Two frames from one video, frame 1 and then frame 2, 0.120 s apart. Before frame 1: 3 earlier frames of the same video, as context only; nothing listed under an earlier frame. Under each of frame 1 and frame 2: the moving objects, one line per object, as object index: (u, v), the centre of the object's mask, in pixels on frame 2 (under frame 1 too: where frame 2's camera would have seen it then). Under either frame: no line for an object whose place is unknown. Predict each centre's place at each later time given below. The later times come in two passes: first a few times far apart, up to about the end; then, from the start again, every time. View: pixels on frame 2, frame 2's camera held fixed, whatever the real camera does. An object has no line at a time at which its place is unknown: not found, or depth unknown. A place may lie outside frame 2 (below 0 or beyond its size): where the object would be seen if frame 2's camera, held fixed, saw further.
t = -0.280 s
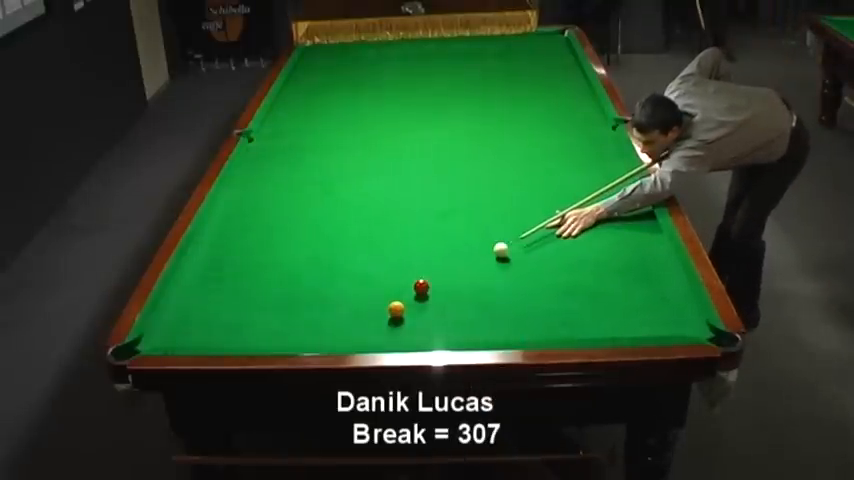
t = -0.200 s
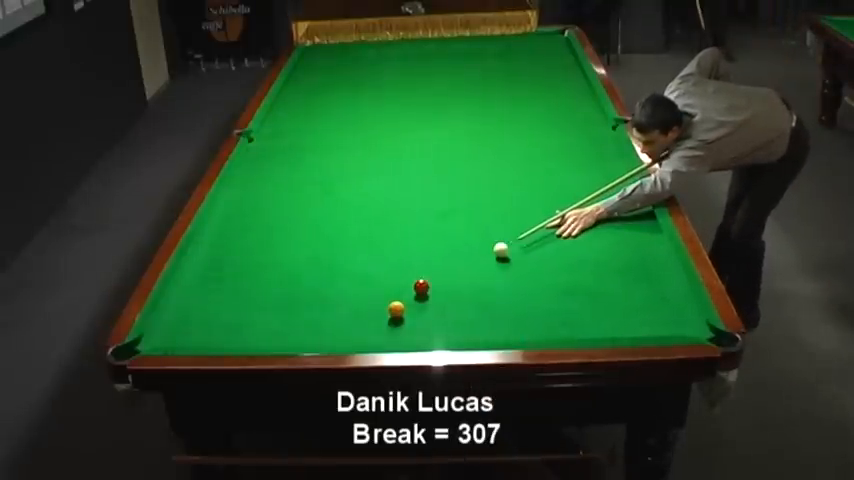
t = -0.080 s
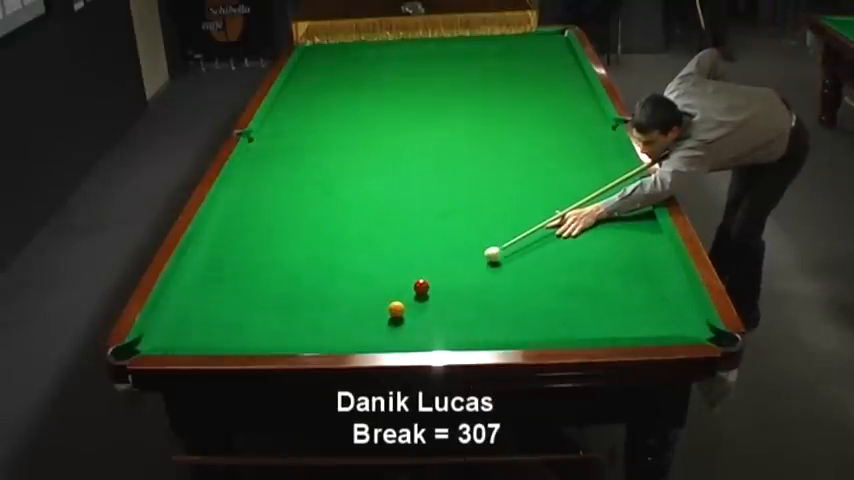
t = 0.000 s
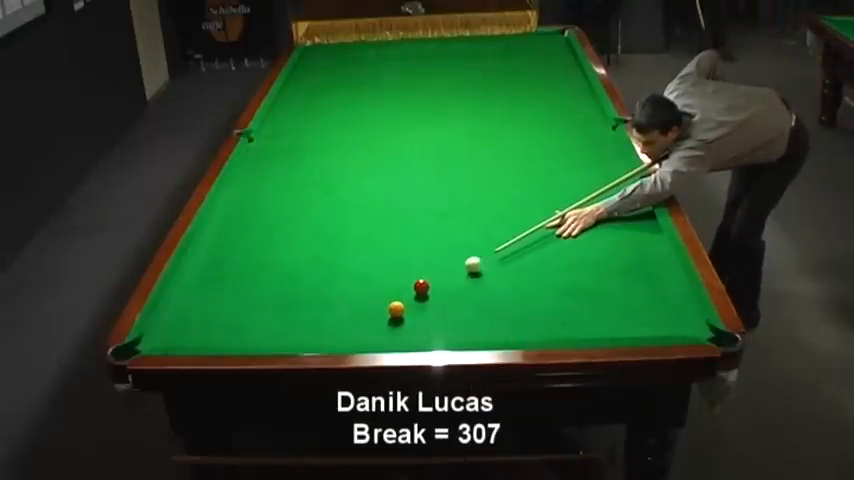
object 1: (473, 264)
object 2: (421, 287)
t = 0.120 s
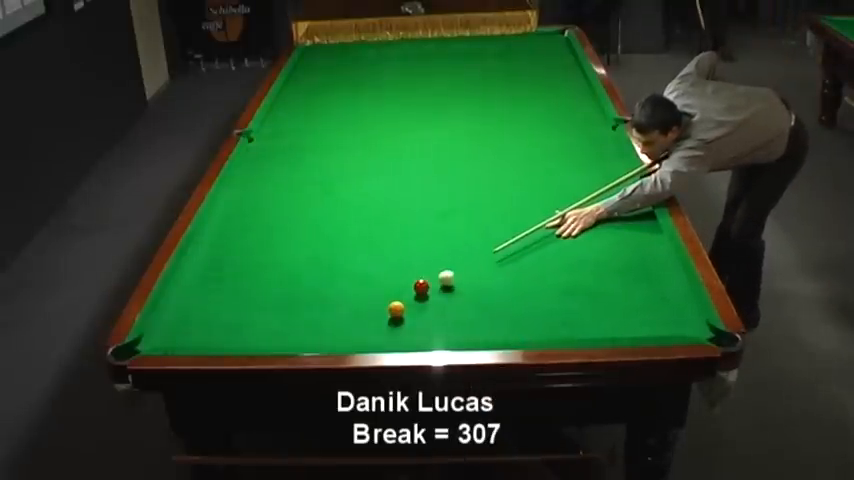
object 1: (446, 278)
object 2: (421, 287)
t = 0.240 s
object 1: (436, 288)
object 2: (405, 291)
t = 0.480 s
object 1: (427, 304)
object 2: (364, 302)
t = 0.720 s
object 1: (419, 320)
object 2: (323, 313)
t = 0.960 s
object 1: (410, 335)
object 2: (284, 324)
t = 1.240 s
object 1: (401, 332)
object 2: (240, 335)
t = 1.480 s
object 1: (395, 322)
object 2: (204, 341)
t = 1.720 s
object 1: (390, 317)
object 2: (181, 338)
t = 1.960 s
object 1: (385, 316)
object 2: (160, 335)
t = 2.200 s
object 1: (381, 316)
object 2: (160, 333)
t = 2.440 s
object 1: (380, 316)
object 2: (173, 333)
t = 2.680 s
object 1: (380, 315)
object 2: (184, 333)
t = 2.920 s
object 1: (380, 315)
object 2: (194, 332)
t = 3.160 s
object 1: (380, 316)
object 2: (202, 332)
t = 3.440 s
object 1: (380, 315)
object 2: (210, 331)
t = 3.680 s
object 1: (380, 315)
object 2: (215, 331)
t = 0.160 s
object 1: (437, 282)
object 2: (421, 287)
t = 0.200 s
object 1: (436, 285)
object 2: (413, 289)
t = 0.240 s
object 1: (436, 288)
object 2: (405, 291)
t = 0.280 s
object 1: (434, 290)
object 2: (398, 292)
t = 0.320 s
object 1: (433, 293)
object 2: (391, 295)
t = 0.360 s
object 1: (432, 296)
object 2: (384, 297)
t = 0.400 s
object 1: (431, 298)
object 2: (377, 299)
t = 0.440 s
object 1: (429, 301)
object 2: (371, 300)
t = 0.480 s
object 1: (427, 304)
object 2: (364, 302)
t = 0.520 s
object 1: (426, 307)
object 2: (357, 304)
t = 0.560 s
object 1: (425, 310)
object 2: (350, 306)
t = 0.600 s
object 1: (423, 312)
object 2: (343, 308)
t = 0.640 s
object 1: (422, 315)
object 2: (336, 309)
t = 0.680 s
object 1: (421, 317)
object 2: (330, 312)
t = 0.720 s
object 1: (419, 320)
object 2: (323, 313)
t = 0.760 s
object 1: (418, 323)
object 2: (317, 315)
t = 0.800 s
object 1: (416, 326)
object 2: (310, 316)
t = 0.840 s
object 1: (415, 328)
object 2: (303, 318)
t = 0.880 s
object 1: (413, 331)
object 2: (297, 320)
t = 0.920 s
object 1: (412, 333)
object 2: (290, 322)
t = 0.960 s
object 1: (410, 335)
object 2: (284, 324)
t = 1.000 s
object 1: (408, 337)
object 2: (277, 325)
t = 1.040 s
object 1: (407, 336)
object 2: (271, 327)
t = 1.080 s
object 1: (406, 335)
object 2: (265, 328)
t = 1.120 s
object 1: (405, 334)
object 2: (258, 330)
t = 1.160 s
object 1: (404, 334)
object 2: (252, 331)
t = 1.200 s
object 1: (402, 332)
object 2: (246, 333)
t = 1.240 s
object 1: (401, 332)
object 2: (240, 335)
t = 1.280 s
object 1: (400, 329)
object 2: (233, 336)
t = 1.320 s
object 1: (399, 327)
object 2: (227, 337)
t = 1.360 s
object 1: (398, 326)
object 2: (221, 339)
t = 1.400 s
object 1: (397, 325)
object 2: (215, 340)
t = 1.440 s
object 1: (396, 323)
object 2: (209, 341)
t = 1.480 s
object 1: (395, 322)
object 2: (204, 341)
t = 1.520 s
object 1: (394, 321)
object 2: (200, 340)
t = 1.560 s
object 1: (393, 319)
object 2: (196, 340)
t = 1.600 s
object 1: (392, 318)
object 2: (192, 339)
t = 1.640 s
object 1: (391, 318)
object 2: (188, 339)
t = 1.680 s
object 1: (391, 318)
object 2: (185, 339)
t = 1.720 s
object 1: (390, 317)
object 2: (181, 338)
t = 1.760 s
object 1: (389, 317)
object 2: (177, 338)
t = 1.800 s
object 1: (388, 317)
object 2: (174, 338)
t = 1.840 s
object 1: (387, 317)
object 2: (170, 337)
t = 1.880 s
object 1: (386, 317)
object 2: (167, 336)
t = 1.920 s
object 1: (386, 317)
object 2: (163, 336)
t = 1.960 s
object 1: (385, 316)
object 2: (160, 335)
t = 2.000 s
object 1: (384, 316)
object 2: (156, 334)
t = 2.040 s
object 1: (383, 316)
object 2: (153, 334)
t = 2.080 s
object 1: (383, 316)
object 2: (152, 334)
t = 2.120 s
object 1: (382, 316)
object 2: (155, 334)
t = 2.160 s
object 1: (382, 316)
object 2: (157, 334)
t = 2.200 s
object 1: (381, 316)
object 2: (160, 333)
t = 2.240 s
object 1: (381, 316)
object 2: (162, 333)
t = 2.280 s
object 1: (381, 316)
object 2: (164, 333)
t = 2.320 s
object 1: (380, 316)
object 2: (166, 333)
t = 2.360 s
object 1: (380, 316)
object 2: (169, 333)
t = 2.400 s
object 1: (380, 315)
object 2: (171, 333)
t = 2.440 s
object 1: (380, 316)
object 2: (173, 333)
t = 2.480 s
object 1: (380, 316)
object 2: (175, 333)
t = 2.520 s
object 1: (380, 316)
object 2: (177, 333)
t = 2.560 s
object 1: (380, 316)
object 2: (179, 333)
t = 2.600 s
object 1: (380, 315)
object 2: (181, 333)
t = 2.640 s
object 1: (380, 315)
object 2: (182, 333)
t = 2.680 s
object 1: (380, 315)
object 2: (184, 333)
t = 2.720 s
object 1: (380, 315)
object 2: (186, 332)
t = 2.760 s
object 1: (380, 315)
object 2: (188, 333)
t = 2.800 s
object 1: (380, 315)
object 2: (189, 333)
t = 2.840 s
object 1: (380, 315)
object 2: (191, 332)
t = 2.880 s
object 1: (380, 315)
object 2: (193, 332)
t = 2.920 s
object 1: (380, 315)
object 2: (194, 332)
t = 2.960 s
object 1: (380, 315)
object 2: (196, 332)
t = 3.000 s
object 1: (380, 315)
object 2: (197, 332)
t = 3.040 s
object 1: (380, 315)
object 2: (199, 332)
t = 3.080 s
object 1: (380, 315)
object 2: (200, 332)
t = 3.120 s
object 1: (380, 315)
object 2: (201, 332)
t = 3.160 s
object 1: (380, 316)
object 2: (202, 332)
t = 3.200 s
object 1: (380, 316)
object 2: (204, 332)
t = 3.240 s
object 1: (380, 316)
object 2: (205, 332)
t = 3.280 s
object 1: (380, 315)
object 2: (206, 332)
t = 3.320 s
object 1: (380, 316)
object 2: (207, 332)
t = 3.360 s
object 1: (380, 315)
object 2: (208, 332)
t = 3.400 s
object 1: (380, 315)
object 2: (209, 332)
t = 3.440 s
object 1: (380, 315)
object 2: (210, 331)
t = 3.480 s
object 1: (380, 315)
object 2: (211, 331)
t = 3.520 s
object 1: (380, 315)
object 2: (212, 331)
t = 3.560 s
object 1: (380, 315)
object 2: (213, 331)
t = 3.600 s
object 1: (380, 315)
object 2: (213, 331)
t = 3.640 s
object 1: (380, 315)
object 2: (214, 331)
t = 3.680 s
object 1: (380, 315)
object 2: (215, 331)
